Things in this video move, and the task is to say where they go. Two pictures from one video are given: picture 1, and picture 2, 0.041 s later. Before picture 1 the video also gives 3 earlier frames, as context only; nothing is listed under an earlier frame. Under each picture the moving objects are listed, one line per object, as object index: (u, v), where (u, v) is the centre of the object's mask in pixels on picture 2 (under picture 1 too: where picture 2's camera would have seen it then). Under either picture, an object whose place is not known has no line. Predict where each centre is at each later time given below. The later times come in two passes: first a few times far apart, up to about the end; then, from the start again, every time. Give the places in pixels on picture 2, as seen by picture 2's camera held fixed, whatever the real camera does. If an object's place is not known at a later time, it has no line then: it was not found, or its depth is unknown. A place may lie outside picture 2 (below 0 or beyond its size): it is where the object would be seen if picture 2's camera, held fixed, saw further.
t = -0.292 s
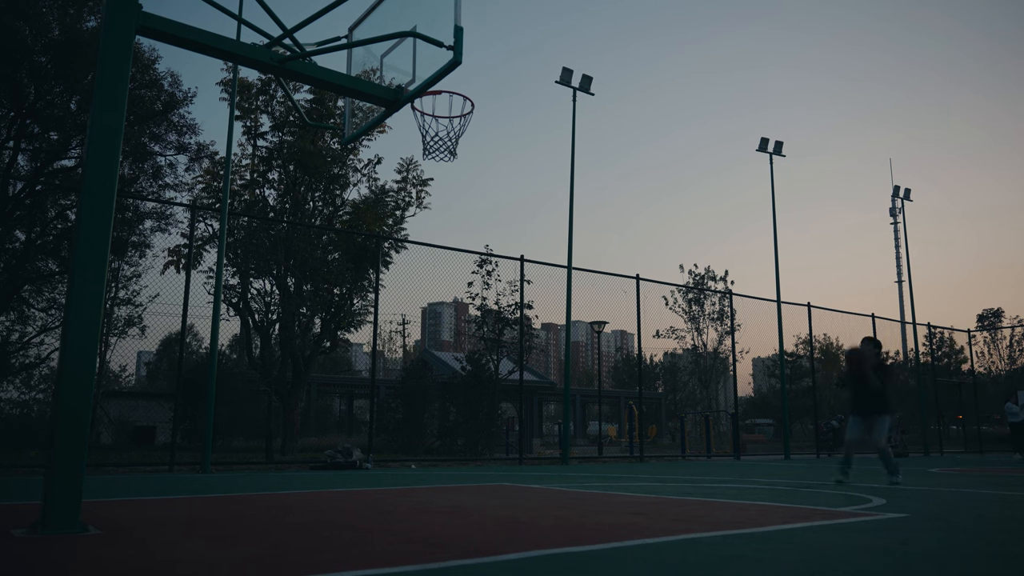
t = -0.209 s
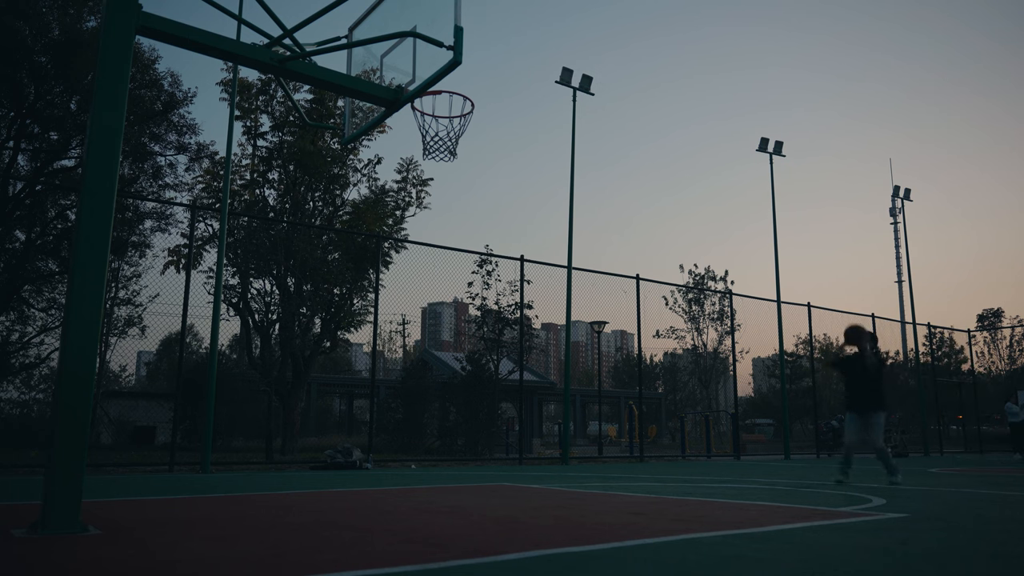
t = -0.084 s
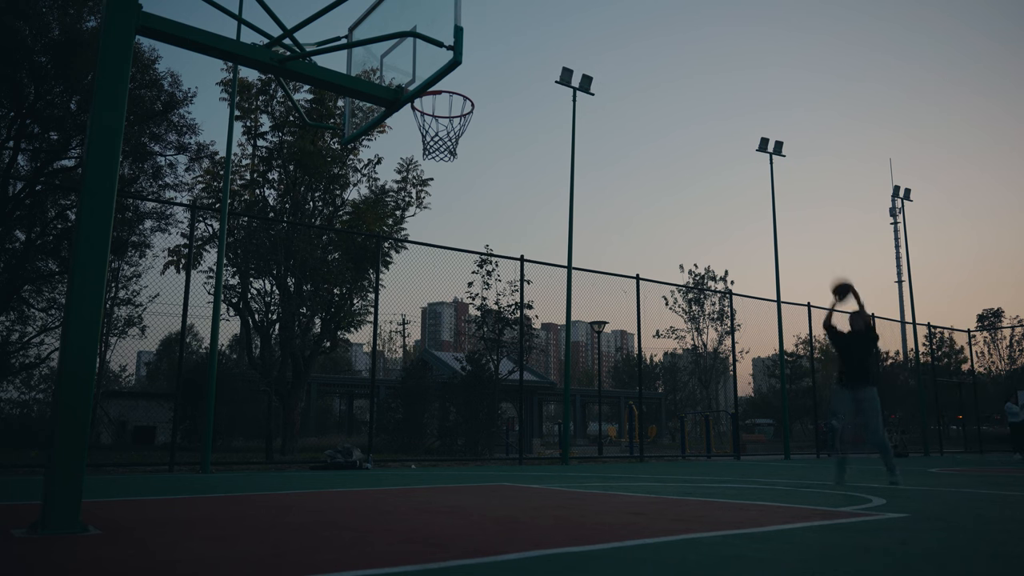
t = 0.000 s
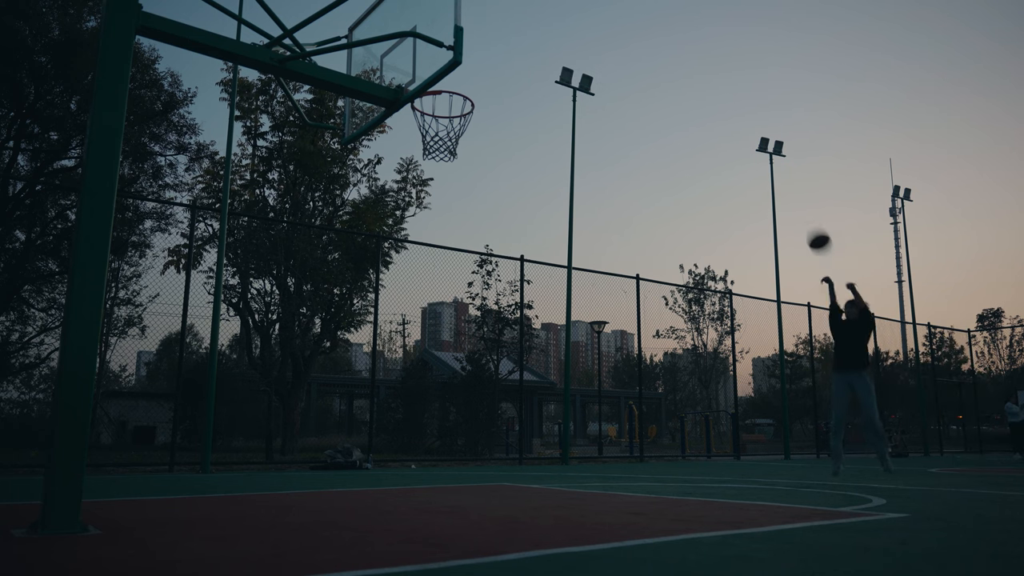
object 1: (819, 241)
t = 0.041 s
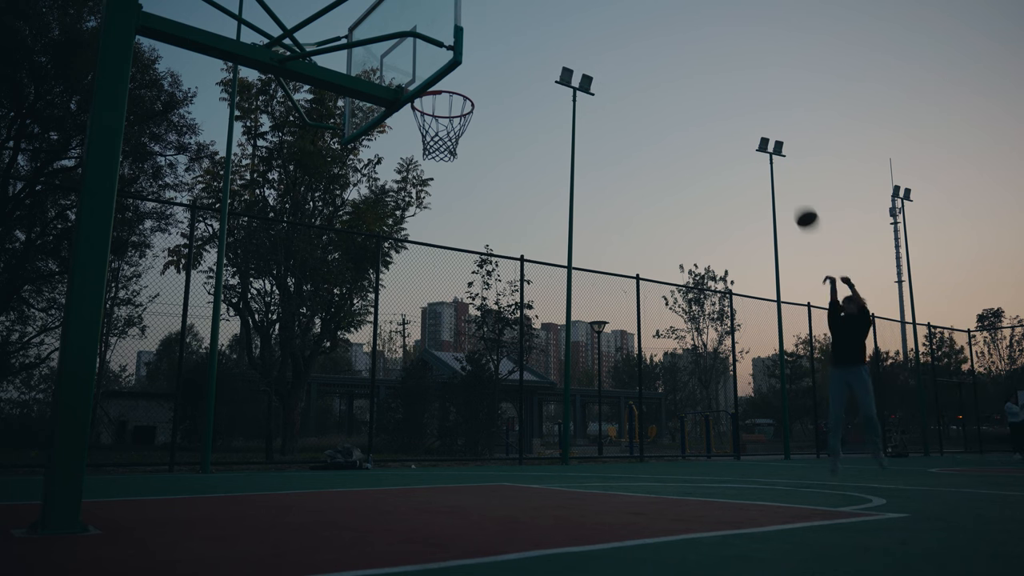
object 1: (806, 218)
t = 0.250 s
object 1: (743, 124)
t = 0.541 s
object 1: (650, 47)
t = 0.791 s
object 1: (560, 39)
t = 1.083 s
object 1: (432, 118)
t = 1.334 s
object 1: (429, 116)
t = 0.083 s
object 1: (794, 197)
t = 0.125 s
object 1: (782, 176)
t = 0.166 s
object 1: (768, 159)
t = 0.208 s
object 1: (755, 140)
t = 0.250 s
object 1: (743, 124)
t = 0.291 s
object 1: (730, 109)
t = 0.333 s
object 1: (717, 96)
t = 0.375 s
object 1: (704, 83)
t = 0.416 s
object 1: (690, 72)
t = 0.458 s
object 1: (677, 62)
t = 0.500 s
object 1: (663, 54)
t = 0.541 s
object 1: (650, 47)
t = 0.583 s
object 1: (635, 42)
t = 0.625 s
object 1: (621, 38)
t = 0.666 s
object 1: (606, 35)
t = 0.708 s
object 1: (591, 35)
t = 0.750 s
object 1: (576, 36)
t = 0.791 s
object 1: (560, 39)
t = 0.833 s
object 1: (543, 44)
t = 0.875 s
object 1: (527, 50)
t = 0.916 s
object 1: (509, 59)
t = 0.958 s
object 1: (491, 70)
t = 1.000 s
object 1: (472, 83)
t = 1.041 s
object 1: (453, 99)
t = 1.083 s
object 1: (432, 118)
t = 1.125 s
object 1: (416, 130)
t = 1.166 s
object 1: (415, 125)
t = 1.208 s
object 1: (419, 120)
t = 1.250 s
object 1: (423, 116)
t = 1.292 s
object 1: (426, 115)
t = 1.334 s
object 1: (429, 116)
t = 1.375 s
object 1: (433, 119)
